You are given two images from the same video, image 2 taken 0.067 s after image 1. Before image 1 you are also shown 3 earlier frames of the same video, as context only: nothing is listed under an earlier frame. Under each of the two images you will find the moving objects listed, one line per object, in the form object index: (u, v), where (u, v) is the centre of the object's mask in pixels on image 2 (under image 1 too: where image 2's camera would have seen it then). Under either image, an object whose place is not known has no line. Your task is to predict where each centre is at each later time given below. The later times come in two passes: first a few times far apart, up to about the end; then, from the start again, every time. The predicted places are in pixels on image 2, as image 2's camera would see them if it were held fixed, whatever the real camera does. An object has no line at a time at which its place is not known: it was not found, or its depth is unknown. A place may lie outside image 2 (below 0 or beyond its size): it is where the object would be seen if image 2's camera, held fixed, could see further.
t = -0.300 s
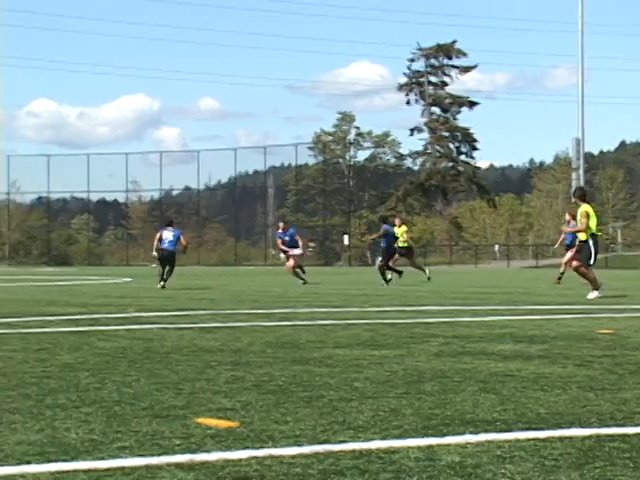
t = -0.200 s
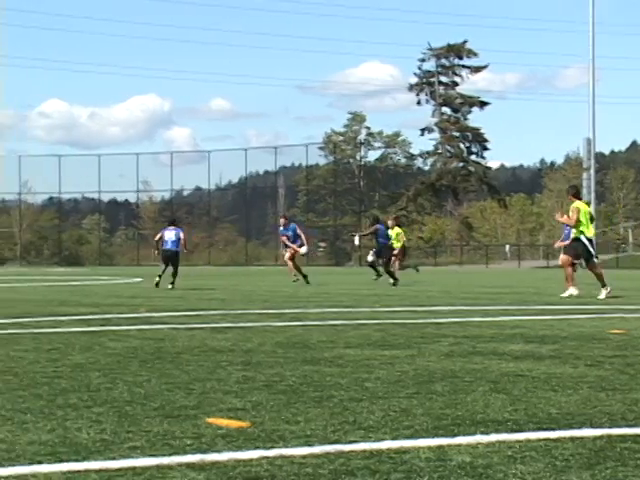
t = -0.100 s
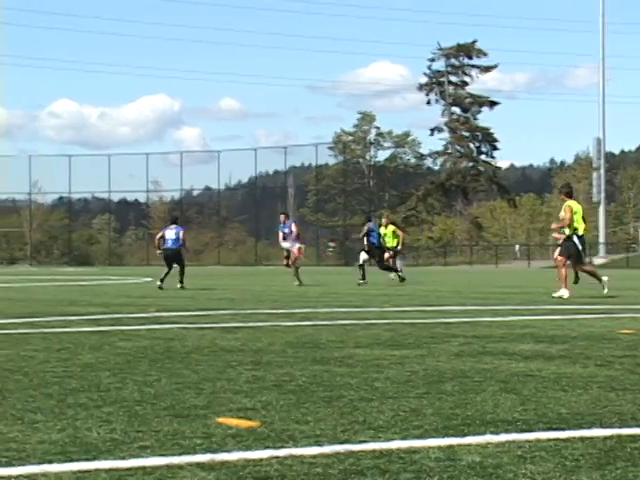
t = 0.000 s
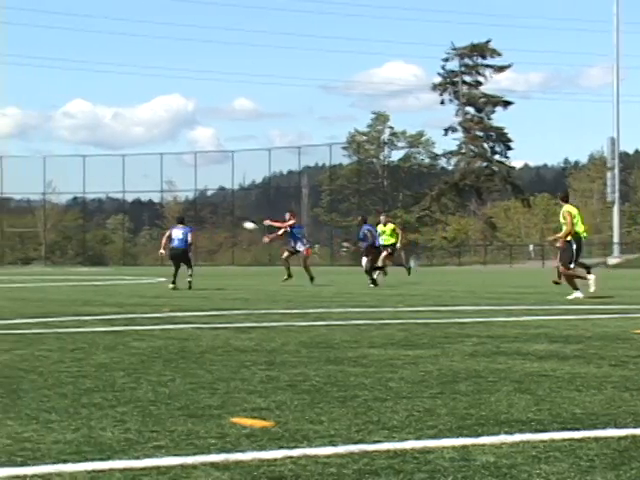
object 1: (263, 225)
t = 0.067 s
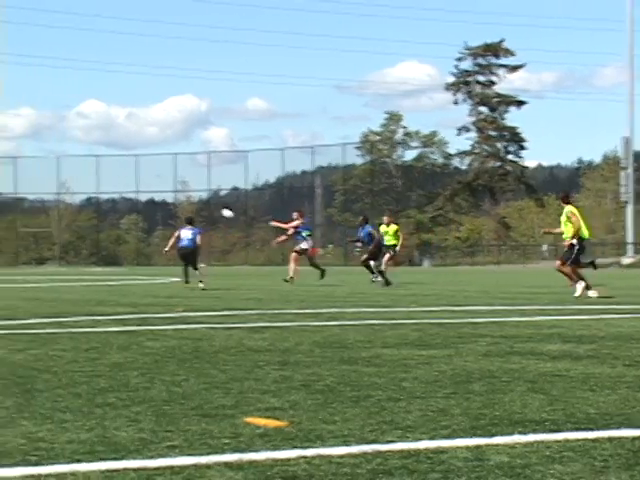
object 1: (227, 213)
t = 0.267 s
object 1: (116, 187)
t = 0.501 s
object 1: (-25, 176)
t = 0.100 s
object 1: (209, 208)
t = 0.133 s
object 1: (190, 204)
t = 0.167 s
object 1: (172, 199)
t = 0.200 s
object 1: (153, 194)
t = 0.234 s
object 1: (135, 191)
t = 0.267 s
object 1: (116, 187)
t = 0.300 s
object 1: (97, 185)
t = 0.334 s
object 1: (77, 182)
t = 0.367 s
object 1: (57, 180)
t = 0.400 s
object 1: (38, 178)
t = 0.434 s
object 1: (17, 177)
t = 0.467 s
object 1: (-4, 176)
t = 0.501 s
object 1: (-25, 176)
